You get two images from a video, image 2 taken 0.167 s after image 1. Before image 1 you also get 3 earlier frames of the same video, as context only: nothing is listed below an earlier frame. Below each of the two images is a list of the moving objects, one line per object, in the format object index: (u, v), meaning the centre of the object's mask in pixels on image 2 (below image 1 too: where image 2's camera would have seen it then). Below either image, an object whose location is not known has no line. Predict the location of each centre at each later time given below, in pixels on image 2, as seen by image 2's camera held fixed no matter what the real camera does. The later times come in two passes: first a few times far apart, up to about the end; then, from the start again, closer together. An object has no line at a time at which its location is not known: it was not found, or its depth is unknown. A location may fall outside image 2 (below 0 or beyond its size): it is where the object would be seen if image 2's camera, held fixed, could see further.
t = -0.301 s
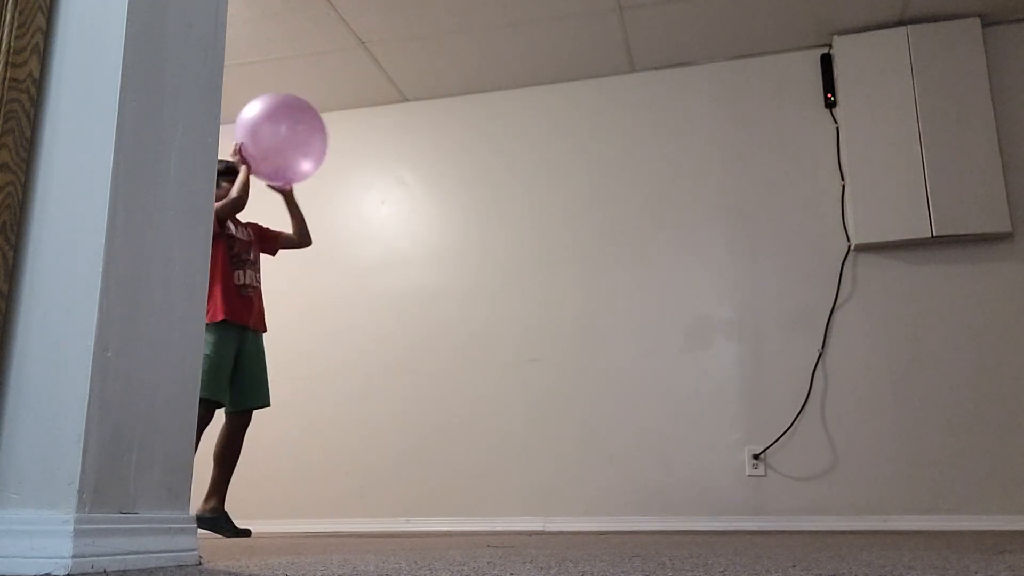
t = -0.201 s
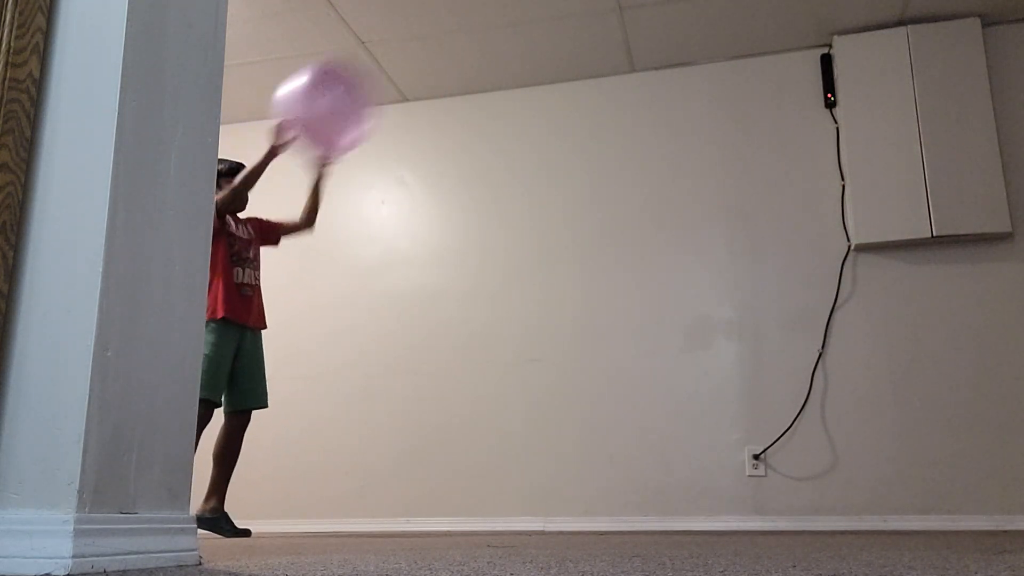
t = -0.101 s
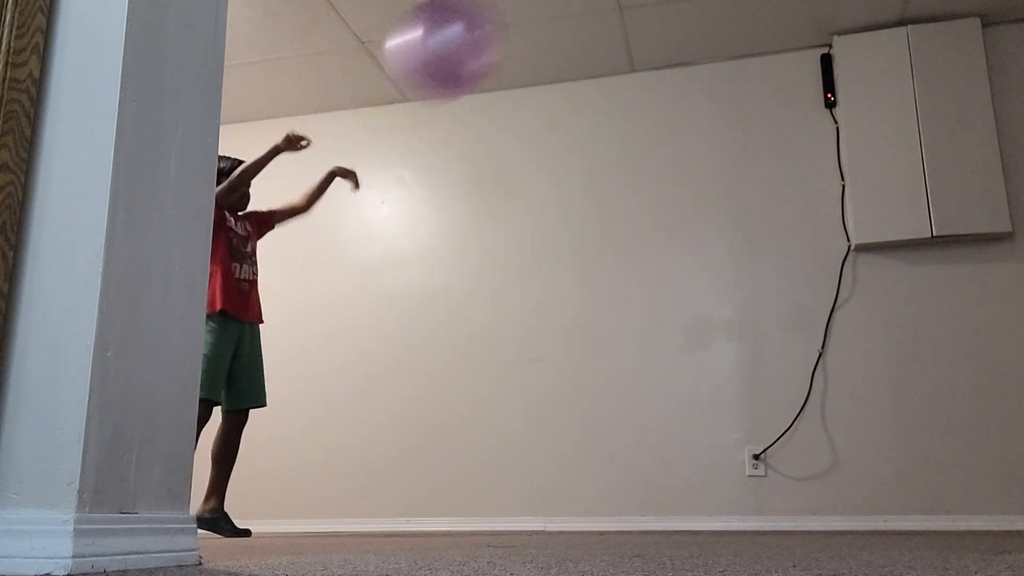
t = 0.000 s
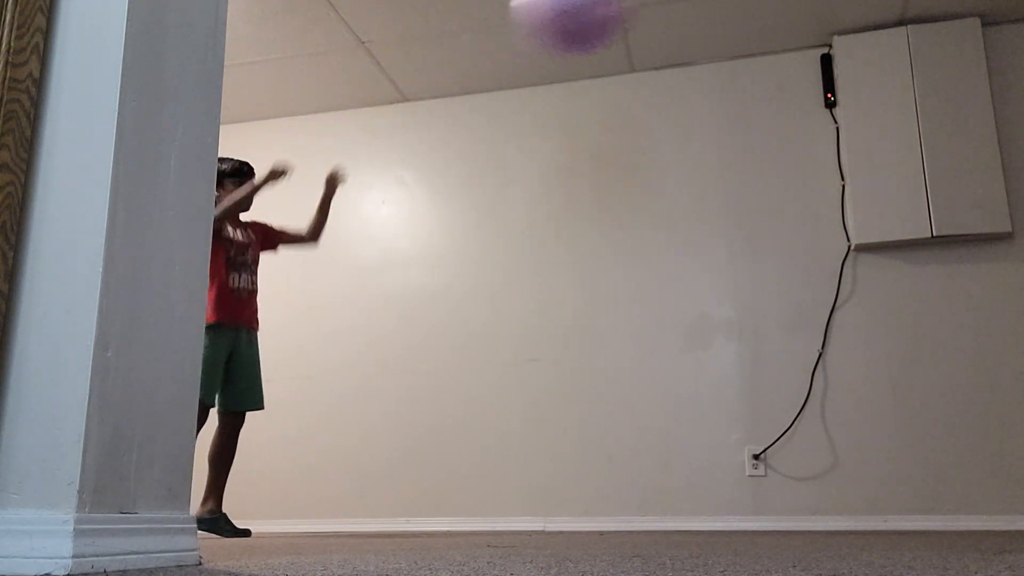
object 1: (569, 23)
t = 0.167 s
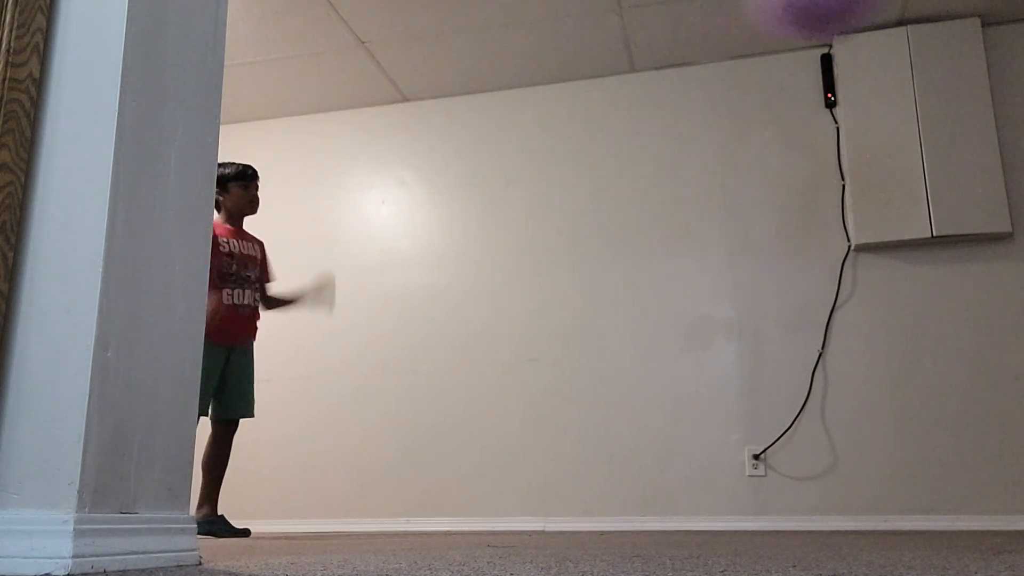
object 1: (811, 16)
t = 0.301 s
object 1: (991, 43)
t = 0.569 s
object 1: (742, 167)
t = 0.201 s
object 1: (857, 20)
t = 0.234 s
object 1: (912, 26)
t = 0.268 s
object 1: (963, 36)
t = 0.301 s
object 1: (991, 43)
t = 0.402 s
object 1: (984, 74)
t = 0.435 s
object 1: (955, 85)
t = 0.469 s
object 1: (910, 101)
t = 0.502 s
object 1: (850, 119)
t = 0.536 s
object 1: (797, 142)
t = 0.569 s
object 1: (742, 167)
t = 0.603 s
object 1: (686, 194)
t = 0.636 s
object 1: (631, 226)
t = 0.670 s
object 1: (575, 261)
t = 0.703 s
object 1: (521, 301)
